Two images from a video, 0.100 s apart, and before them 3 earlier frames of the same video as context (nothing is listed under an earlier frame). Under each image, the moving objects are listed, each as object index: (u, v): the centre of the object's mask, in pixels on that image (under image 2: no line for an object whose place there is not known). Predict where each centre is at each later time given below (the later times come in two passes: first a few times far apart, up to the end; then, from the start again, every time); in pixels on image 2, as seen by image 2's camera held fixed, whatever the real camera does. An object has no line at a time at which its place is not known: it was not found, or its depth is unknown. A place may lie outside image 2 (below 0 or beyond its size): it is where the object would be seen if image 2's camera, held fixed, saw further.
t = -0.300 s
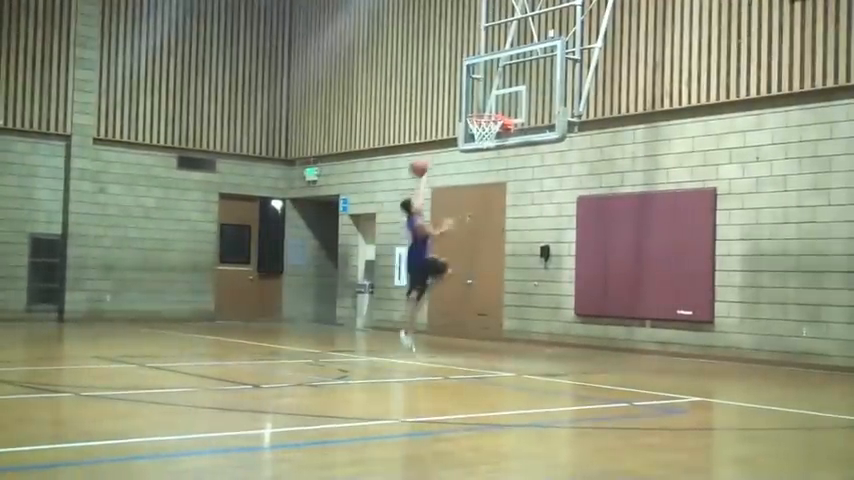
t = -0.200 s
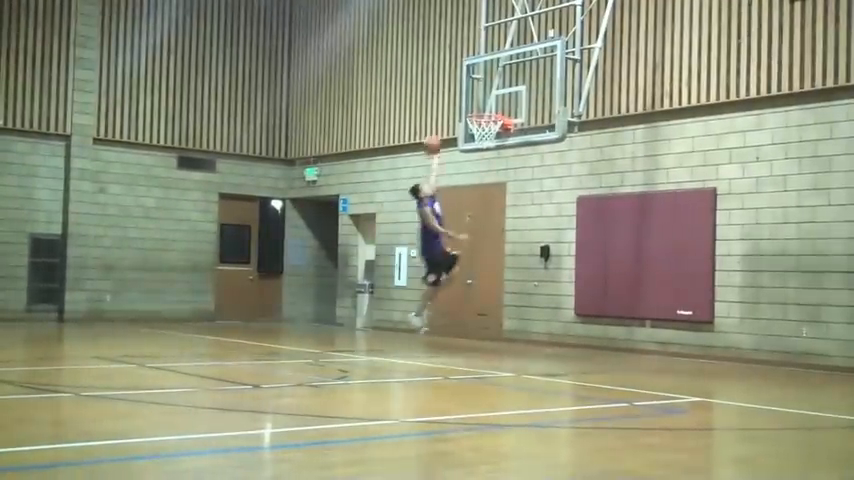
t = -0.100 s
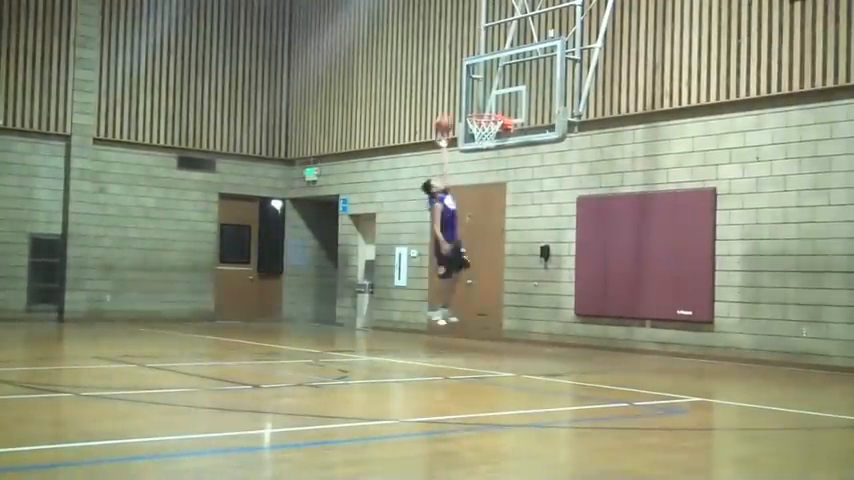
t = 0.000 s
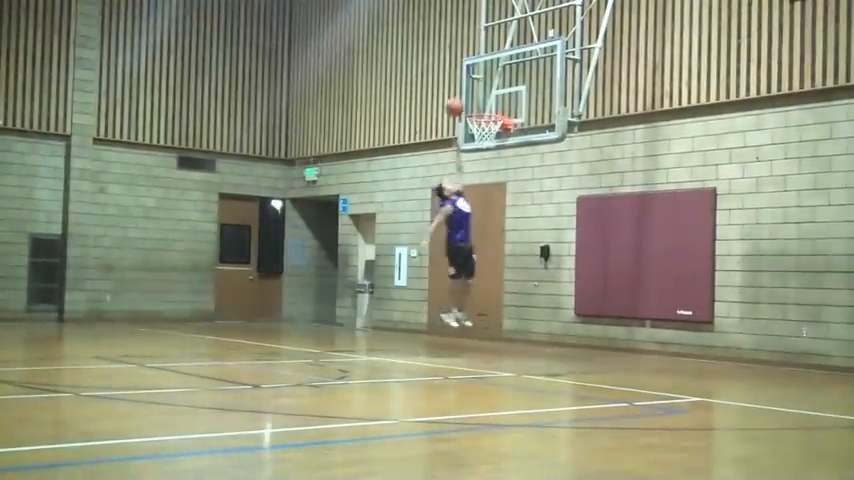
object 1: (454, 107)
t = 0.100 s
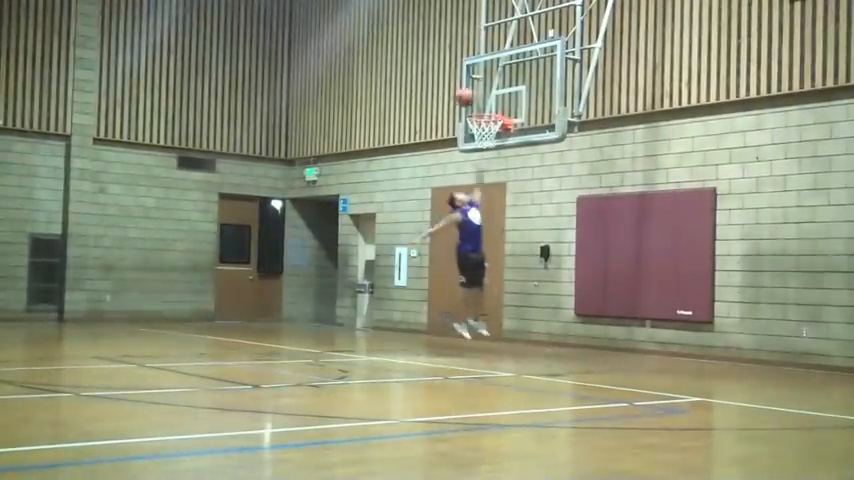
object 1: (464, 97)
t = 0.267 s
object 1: (481, 98)
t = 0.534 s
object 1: (489, 107)
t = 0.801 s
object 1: (475, 106)
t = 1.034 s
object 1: (476, 110)
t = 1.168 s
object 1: (479, 123)
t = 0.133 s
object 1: (469, 95)
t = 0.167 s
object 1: (472, 95)
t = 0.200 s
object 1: (476, 95)
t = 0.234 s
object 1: (479, 96)
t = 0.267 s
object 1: (481, 98)
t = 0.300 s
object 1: (486, 101)
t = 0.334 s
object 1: (490, 104)
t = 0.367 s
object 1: (492, 106)
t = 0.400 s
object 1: (492, 106)
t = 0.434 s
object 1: (492, 105)
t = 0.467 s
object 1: (491, 106)
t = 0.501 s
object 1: (490, 106)
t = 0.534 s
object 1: (489, 107)
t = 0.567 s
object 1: (489, 107)
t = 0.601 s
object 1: (486, 105)
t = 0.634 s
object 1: (484, 104)
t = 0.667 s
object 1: (482, 104)
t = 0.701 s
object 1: (480, 104)
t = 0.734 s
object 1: (479, 104)
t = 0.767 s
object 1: (477, 105)
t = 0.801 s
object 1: (475, 106)
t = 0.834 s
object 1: (475, 107)
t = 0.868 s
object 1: (475, 106)
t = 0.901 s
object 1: (476, 106)
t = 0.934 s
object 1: (476, 106)
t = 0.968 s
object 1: (475, 107)
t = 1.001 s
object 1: (476, 108)
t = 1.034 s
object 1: (476, 110)
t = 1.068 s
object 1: (477, 113)
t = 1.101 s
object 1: (480, 119)
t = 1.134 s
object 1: (478, 122)
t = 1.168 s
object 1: (479, 123)
